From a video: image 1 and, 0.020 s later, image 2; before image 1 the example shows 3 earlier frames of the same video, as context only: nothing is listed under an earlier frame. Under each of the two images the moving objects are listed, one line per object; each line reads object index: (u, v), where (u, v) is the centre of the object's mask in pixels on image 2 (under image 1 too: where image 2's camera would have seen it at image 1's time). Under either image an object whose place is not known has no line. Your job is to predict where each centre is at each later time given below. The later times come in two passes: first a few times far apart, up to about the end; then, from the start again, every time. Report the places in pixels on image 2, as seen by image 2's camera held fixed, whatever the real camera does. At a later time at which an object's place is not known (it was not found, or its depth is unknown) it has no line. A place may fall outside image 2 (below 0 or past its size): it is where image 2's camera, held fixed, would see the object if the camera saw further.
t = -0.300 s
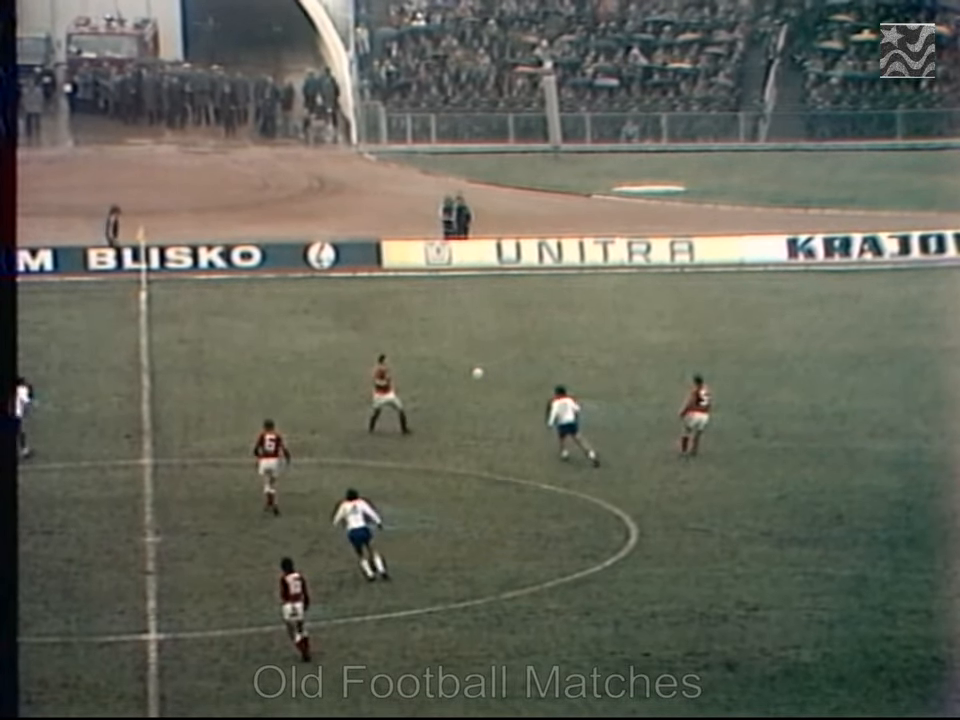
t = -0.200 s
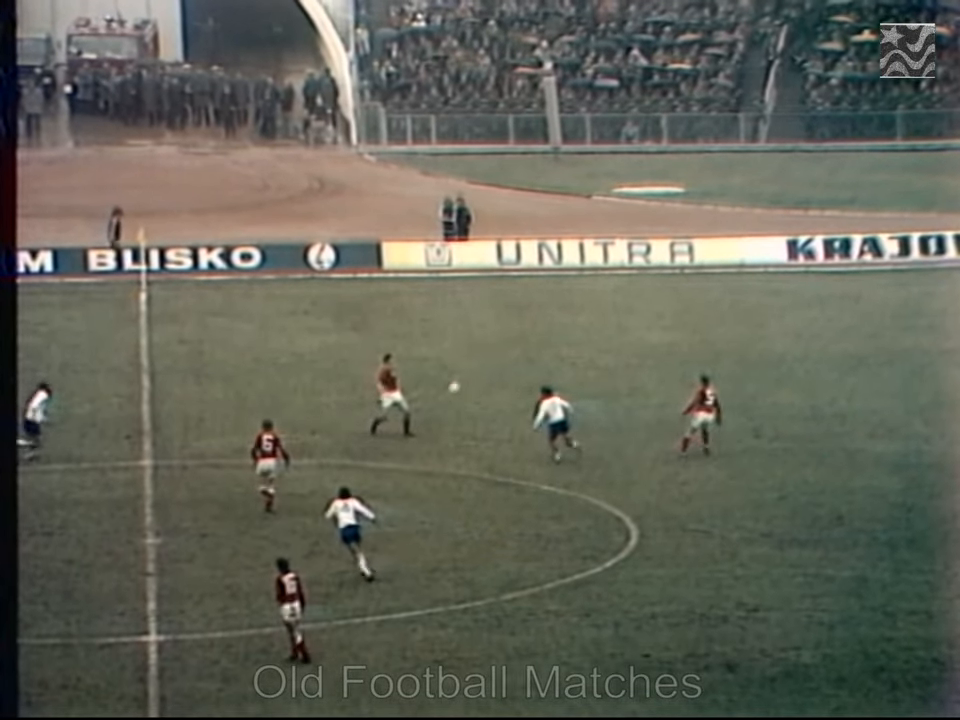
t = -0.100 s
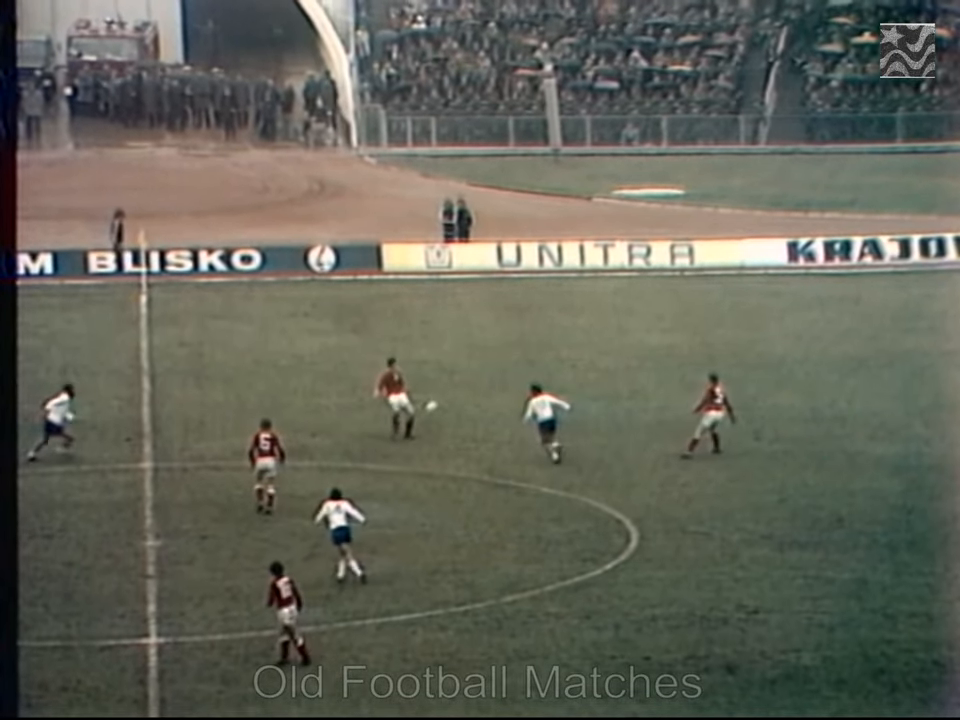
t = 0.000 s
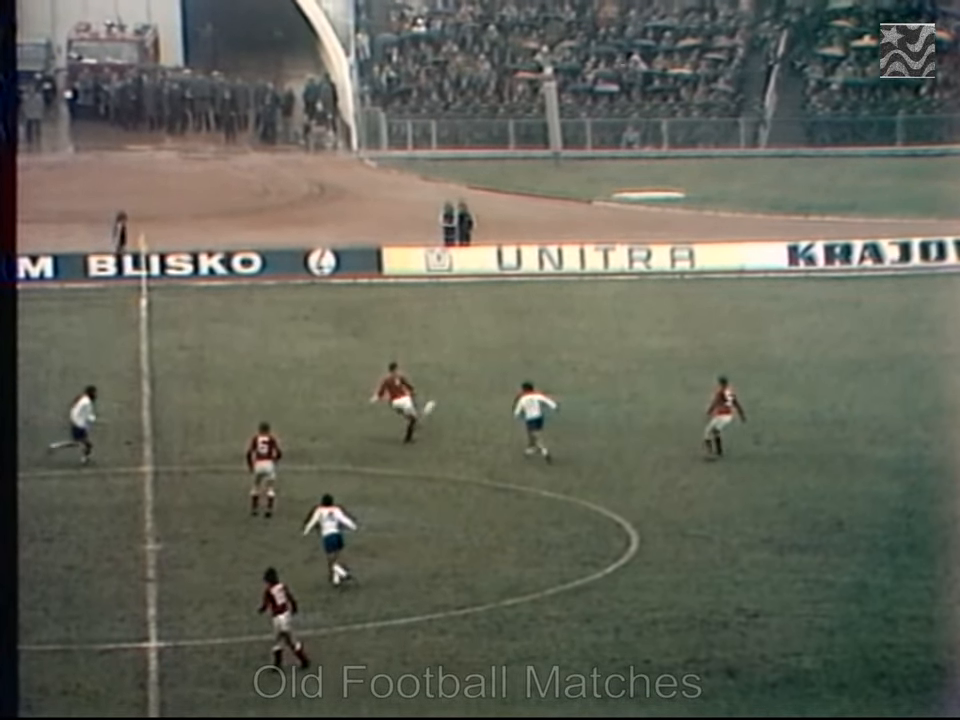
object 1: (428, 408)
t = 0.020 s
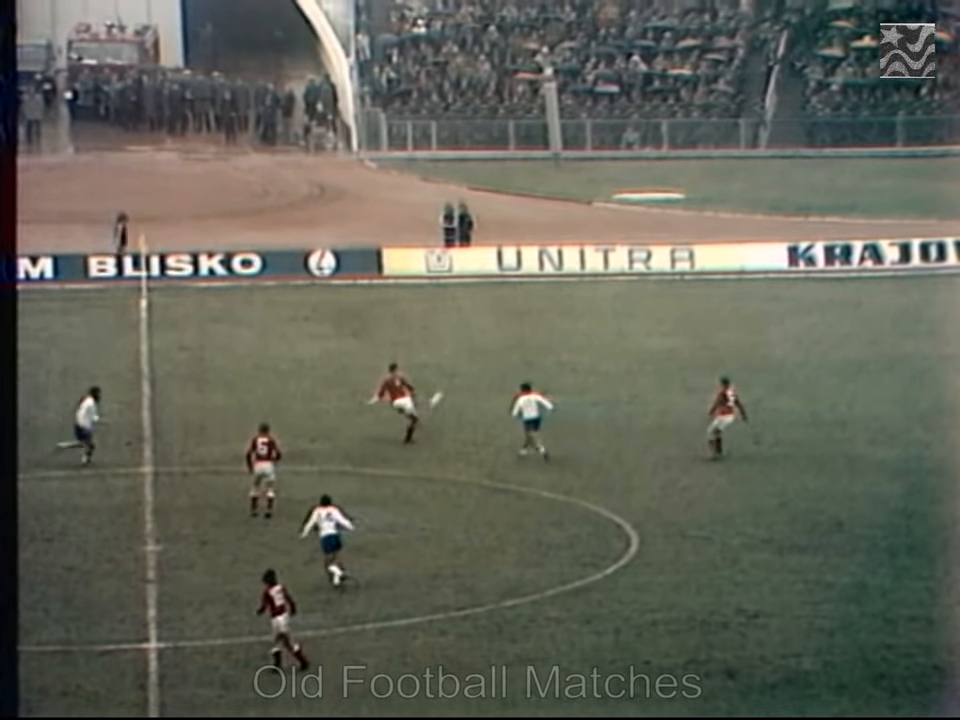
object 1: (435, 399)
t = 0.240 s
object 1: (513, 311)
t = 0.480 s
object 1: (597, 239)
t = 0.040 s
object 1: (442, 390)
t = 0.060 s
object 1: (448, 381)
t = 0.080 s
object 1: (456, 372)
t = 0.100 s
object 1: (463, 364)
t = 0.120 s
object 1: (471, 356)
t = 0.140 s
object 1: (479, 348)
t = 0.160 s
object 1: (485, 340)
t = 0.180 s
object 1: (492, 333)
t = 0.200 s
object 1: (499, 325)
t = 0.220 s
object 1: (506, 318)
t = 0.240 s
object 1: (513, 311)
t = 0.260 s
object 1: (520, 304)
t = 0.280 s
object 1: (527, 297)
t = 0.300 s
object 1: (534, 291)
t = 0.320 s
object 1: (541, 284)
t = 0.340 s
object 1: (548, 278)
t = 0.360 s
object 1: (554, 272)
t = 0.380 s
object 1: (563, 269)
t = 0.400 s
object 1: (571, 264)
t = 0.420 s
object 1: (577, 257)
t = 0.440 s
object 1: (582, 255)
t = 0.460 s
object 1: (590, 245)
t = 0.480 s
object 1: (597, 239)
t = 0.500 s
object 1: (603, 234)
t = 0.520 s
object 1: (610, 230)
